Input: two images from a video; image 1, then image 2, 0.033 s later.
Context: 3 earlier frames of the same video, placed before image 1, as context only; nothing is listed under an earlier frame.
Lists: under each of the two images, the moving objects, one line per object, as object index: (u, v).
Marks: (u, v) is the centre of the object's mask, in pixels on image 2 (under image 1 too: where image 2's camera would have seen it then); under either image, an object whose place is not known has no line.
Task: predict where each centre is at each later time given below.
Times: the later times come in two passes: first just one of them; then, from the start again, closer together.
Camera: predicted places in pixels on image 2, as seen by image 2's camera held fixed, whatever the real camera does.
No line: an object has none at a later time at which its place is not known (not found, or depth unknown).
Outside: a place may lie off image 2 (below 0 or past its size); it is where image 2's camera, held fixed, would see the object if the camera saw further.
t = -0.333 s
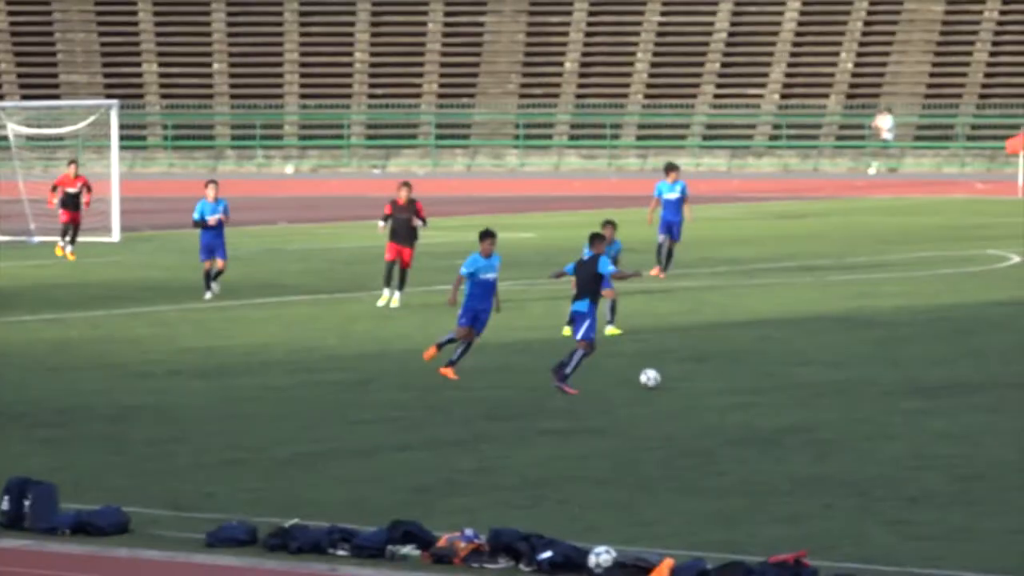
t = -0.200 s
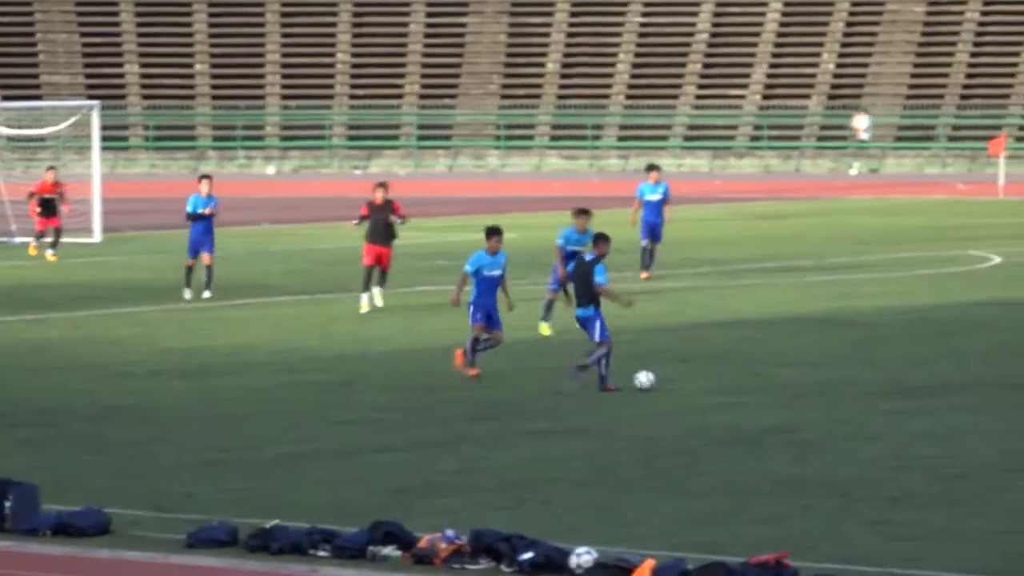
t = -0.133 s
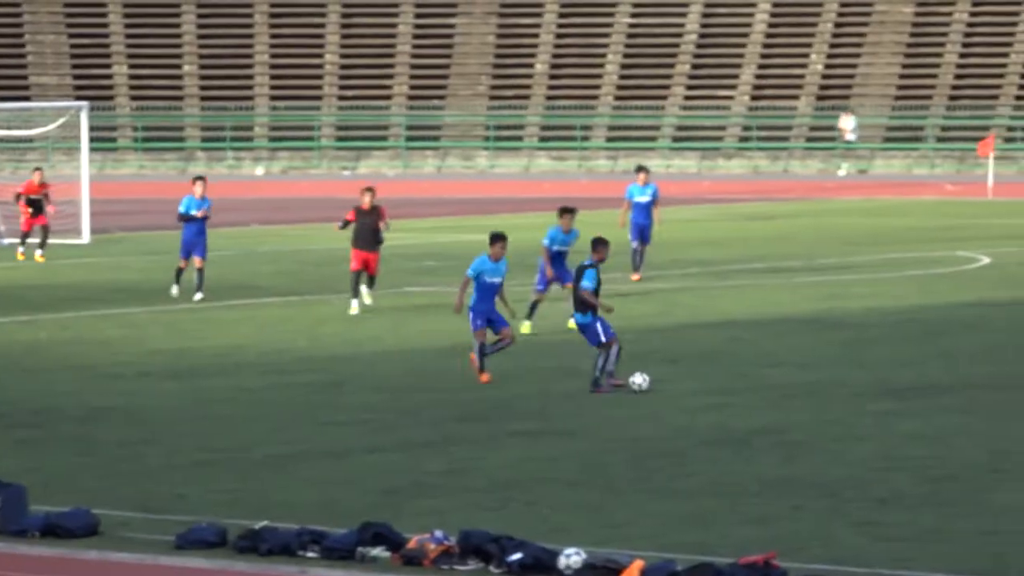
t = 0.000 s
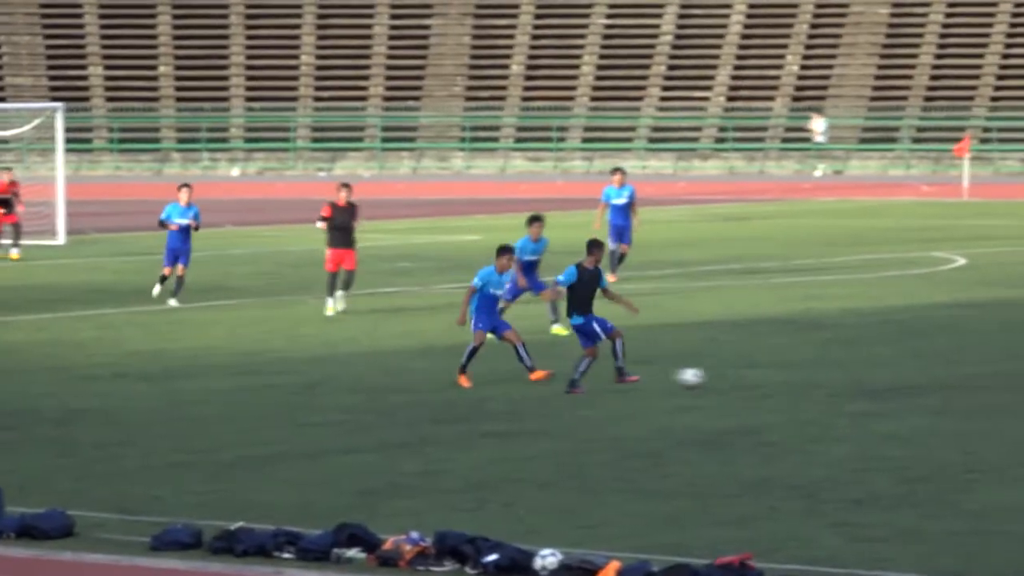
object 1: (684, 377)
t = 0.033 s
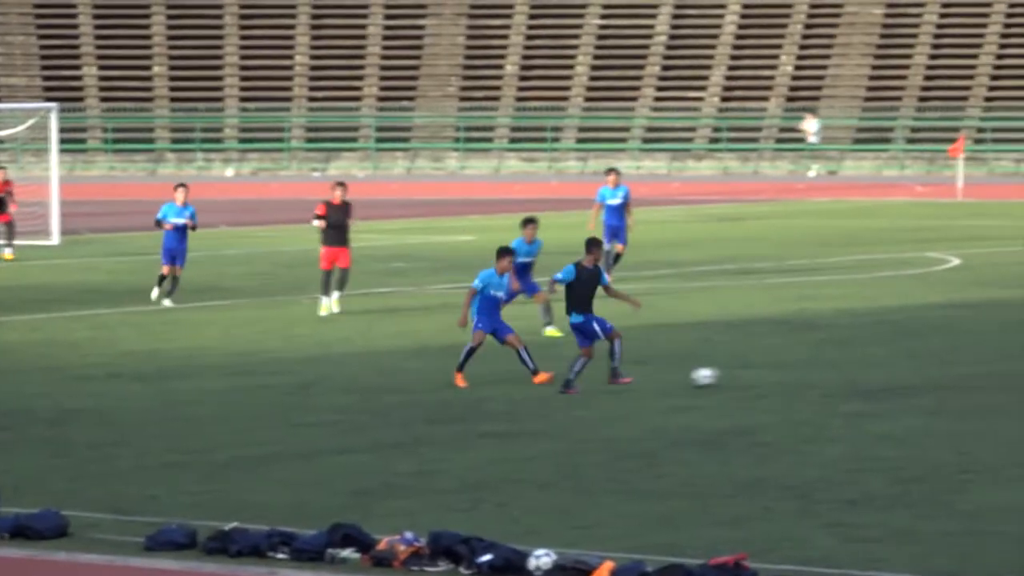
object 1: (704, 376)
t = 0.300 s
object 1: (844, 368)
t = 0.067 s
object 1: (724, 374)
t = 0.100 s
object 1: (743, 373)
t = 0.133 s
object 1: (760, 373)
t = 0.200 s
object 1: (796, 371)
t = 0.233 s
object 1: (811, 370)
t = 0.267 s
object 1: (828, 369)
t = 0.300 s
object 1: (844, 368)
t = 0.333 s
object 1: (858, 368)
